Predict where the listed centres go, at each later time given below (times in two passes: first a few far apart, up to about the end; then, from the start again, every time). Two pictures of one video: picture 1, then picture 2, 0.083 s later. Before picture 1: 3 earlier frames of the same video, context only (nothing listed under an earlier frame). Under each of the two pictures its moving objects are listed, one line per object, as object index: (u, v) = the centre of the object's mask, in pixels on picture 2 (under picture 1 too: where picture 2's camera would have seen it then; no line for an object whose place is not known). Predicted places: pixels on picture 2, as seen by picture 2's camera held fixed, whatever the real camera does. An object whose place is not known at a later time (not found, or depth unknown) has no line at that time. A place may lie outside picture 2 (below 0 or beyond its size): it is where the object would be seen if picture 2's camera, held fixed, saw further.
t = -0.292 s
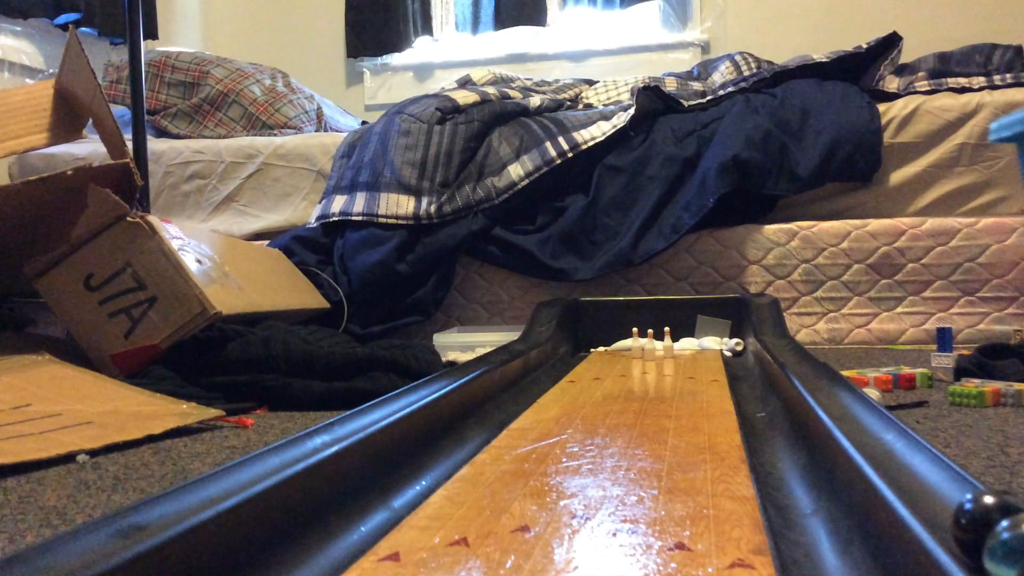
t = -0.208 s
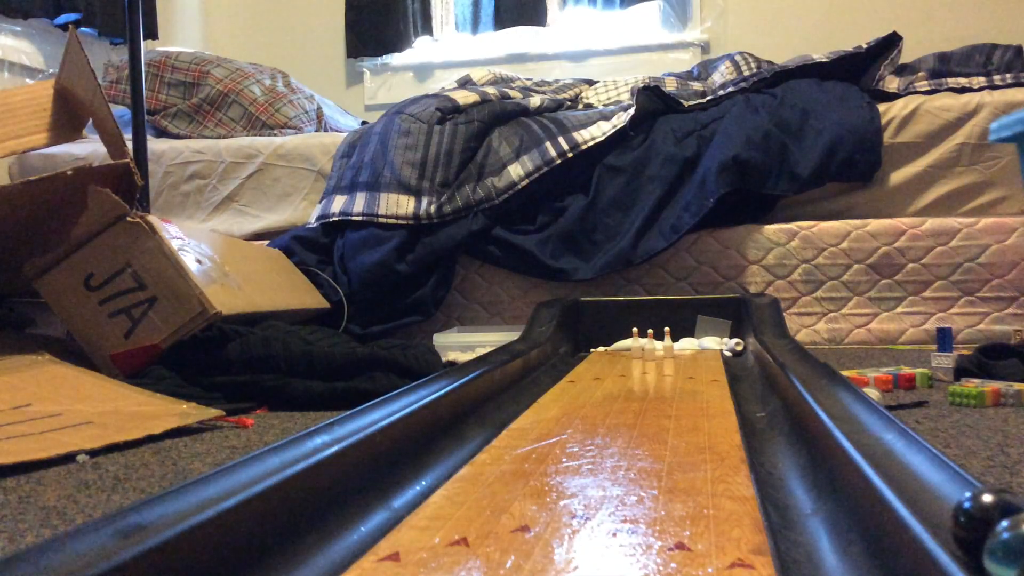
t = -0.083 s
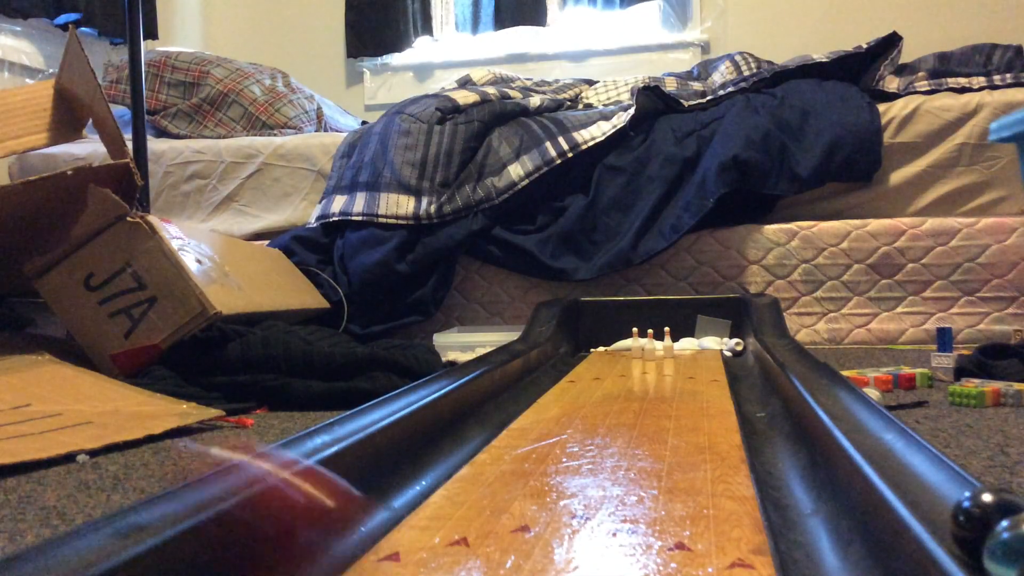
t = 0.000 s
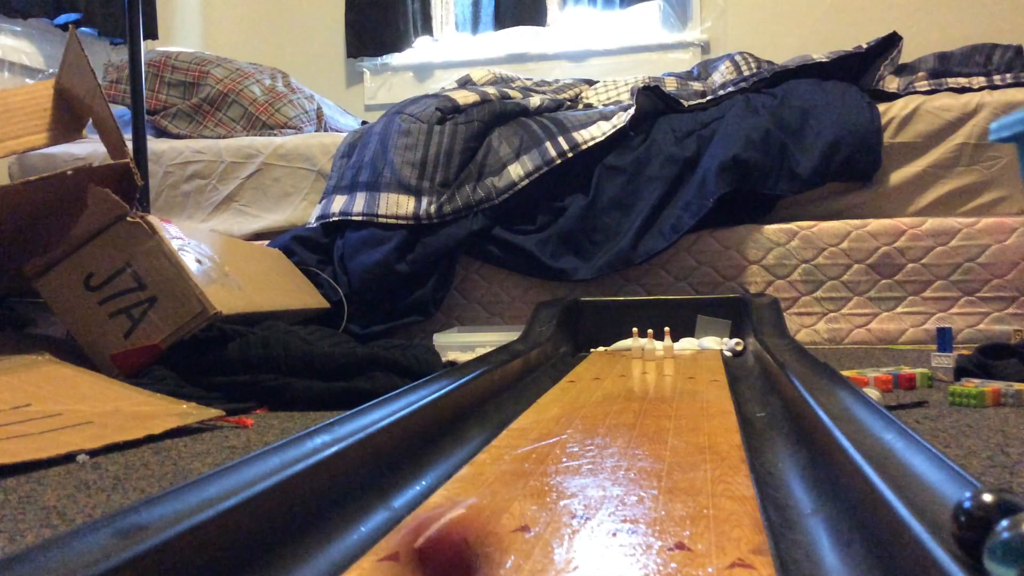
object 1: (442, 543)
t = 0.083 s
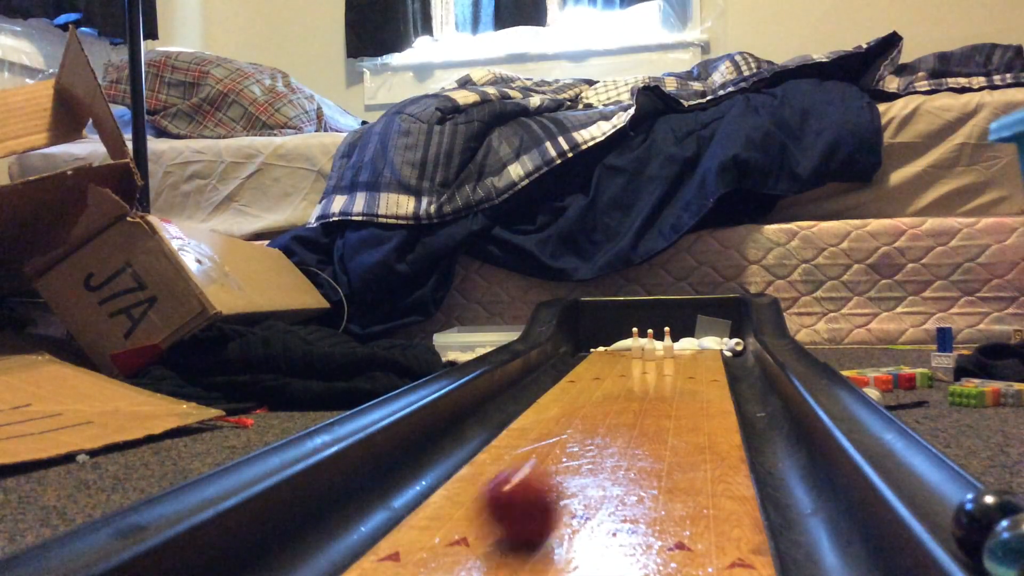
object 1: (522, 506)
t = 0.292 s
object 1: (579, 423)
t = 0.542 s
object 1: (569, 378)
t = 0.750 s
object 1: (550, 367)
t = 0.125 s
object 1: (543, 482)
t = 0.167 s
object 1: (557, 465)
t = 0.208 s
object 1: (569, 448)
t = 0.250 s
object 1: (575, 435)
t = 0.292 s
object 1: (579, 423)
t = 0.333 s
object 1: (581, 414)
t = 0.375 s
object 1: (581, 405)
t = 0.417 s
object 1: (580, 397)
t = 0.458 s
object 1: (578, 390)
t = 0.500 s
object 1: (573, 381)
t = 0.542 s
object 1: (569, 378)
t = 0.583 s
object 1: (564, 374)
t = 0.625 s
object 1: (559, 369)
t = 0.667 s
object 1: (553, 365)
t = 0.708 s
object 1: (547, 367)
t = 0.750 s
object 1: (550, 367)
